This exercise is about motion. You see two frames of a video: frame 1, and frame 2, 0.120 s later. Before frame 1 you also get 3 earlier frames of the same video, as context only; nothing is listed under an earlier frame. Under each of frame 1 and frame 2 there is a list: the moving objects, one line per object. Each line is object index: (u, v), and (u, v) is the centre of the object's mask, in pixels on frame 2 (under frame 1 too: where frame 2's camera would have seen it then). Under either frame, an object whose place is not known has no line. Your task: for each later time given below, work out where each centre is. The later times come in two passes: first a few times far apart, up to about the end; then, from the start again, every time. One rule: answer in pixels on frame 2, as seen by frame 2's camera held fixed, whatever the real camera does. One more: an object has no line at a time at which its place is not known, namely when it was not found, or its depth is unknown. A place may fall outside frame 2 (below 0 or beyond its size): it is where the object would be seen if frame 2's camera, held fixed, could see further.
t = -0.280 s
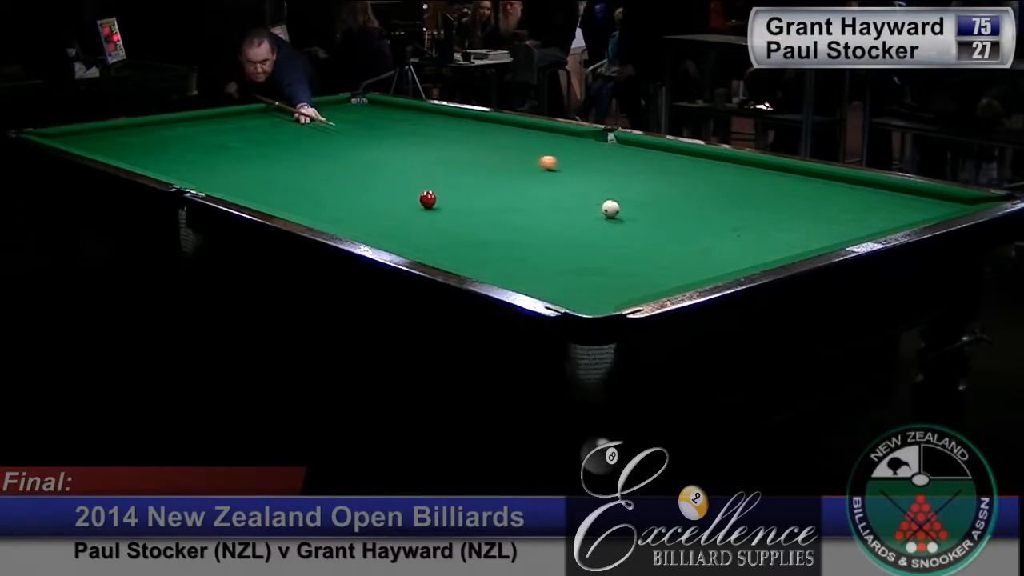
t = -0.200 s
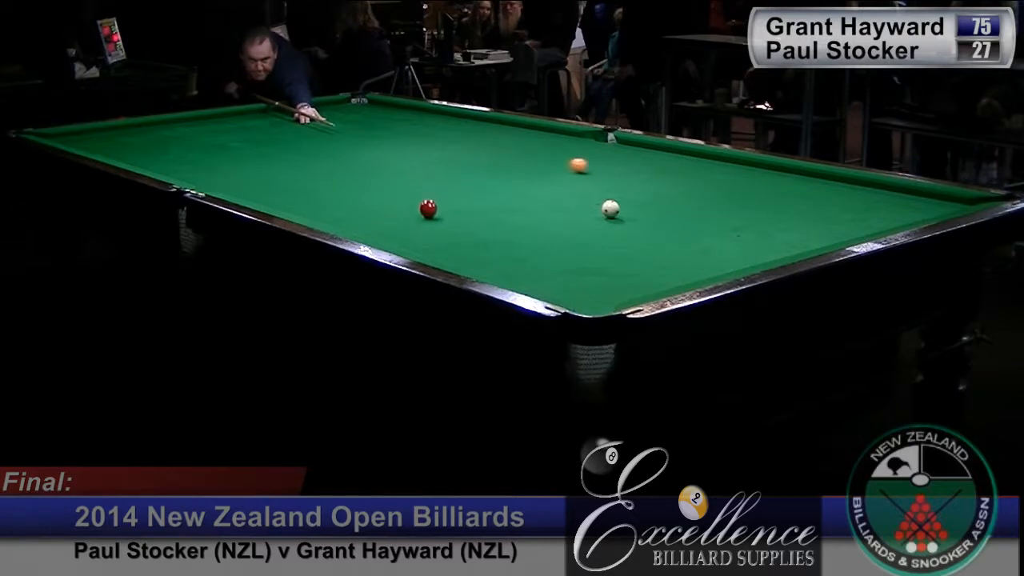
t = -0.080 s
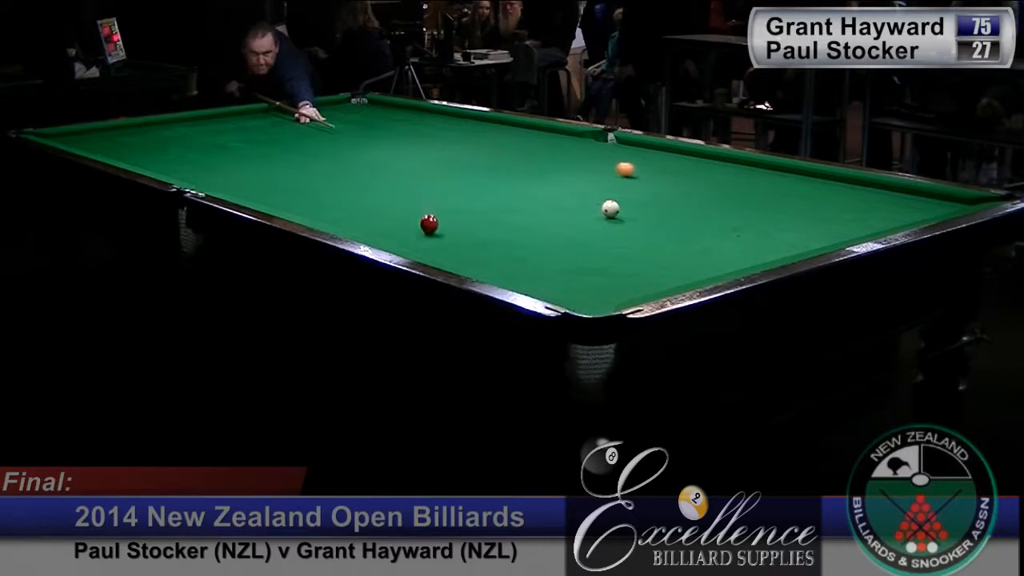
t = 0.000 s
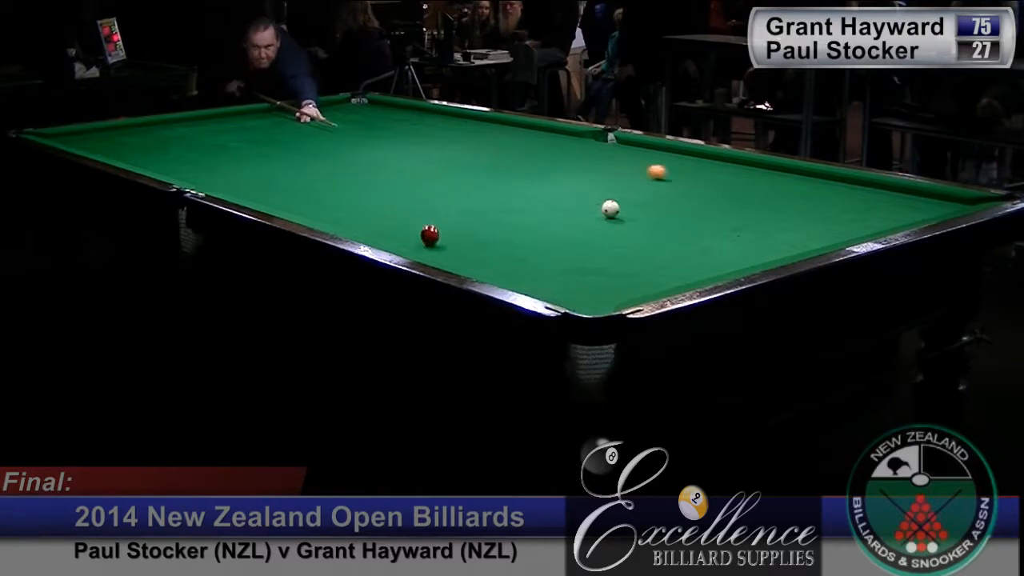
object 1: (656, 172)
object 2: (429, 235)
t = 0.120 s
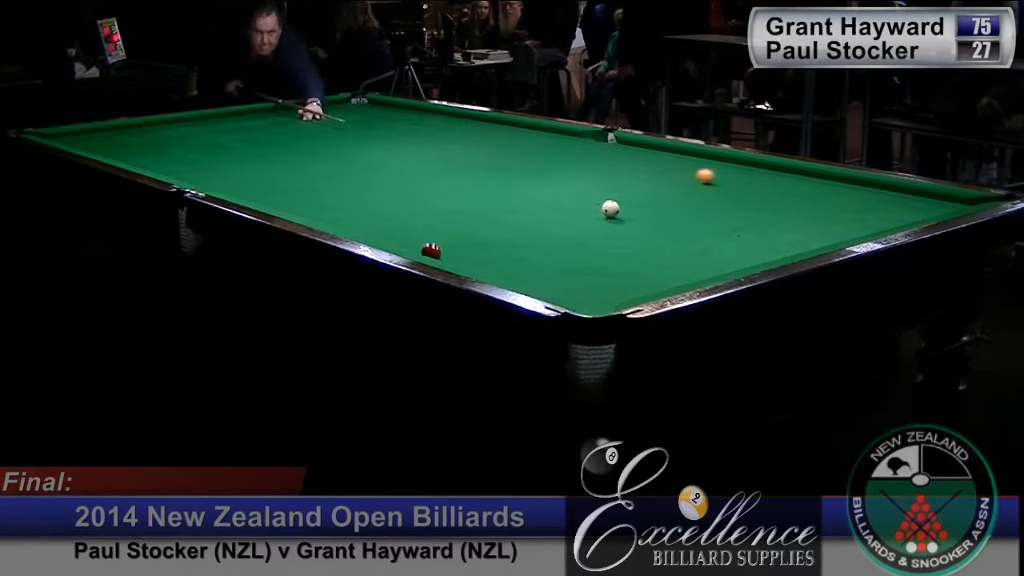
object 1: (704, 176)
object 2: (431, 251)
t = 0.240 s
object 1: (754, 180)
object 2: (472, 260)
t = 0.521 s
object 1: (871, 191)
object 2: (595, 274)
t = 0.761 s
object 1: (975, 199)
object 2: (687, 277)
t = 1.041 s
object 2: (675, 258)
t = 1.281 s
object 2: (669, 242)
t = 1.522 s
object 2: (663, 227)
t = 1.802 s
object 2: (657, 213)
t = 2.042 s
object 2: (653, 202)
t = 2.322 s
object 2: (649, 191)
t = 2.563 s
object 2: (646, 183)
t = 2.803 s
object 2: (644, 175)
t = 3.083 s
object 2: (642, 167)
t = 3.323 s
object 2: (640, 162)
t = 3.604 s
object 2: (638, 156)
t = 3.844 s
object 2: (637, 151)
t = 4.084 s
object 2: (636, 147)
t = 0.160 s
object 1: (720, 177)
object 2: (434, 254)
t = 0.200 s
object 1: (737, 179)
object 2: (453, 258)
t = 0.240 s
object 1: (754, 180)
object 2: (472, 260)
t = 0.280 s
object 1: (770, 181)
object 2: (490, 263)
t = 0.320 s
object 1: (787, 183)
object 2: (508, 265)
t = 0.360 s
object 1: (803, 185)
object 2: (525, 267)
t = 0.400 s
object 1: (820, 186)
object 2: (542, 268)
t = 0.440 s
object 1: (837, 188)
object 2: (560, 270)
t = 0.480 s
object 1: (854, 190)
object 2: (577, 272)
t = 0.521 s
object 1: (871, 191)
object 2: (595, 274)
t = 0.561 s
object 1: (888, 193)
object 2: (613, 276)
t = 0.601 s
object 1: (906, 194)
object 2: (631, 278)
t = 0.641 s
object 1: (923, 195)
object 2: (648, 280)
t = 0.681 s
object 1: (940, 197)
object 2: (666, 279)
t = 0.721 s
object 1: (957, 199)
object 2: (683, 278)
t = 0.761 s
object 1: (975, 199)
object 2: (687, 277)
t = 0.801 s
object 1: (993, 198)
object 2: (684, 275)
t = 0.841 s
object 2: (682, 273)
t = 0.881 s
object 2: (680, 270)
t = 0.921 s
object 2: (679, 268)
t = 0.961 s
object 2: (678, 264)
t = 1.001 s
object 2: (677, 261)
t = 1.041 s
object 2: (675, 258)
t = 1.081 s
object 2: (674, 255)
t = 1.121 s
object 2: (673, 252)
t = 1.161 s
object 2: (672, 250)
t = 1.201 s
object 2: (671, 247)
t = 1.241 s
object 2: (669, 244)
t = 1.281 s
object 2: (669, 242)
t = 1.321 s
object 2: (667, 239)
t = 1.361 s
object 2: (666, 237)
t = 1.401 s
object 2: (665, 234)
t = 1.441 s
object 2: (665, 232)
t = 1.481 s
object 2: (663, 229)
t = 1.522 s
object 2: (663, 227)
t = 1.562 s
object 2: (662, 225)
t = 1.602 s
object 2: (661, 223)
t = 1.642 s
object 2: (660, 221)
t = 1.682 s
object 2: (659, 219)
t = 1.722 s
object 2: (658, 217)
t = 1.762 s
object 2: (658, 215)
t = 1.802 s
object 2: (657, 213)
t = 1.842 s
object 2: (656, 211)
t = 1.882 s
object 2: (656, 209)
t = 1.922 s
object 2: (655, 207)
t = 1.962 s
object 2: (654, 206)
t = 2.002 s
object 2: (654, 204)
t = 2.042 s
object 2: (653, 202)
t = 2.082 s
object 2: (652, 201)
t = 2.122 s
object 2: (652, 199)
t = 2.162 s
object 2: (651, 197)
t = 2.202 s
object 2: (650, 196)
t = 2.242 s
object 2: (650, 194)
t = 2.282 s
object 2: (650, 193)
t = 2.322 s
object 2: (649, 191)
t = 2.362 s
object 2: (648, 190)
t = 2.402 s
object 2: (648, 188)
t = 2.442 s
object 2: (648, 187)
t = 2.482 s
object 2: (647, 186)
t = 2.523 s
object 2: (647, 184)
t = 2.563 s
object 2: (646, 183)
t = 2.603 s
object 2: (646, 182)
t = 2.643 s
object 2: (646, 180)
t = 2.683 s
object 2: (645, 179)
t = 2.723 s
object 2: (645, 178)
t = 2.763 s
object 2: (644, 176)
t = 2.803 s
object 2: (644, 175)
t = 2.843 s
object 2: (644, 174)
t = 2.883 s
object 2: (643, 173)
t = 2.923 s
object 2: (643, 172)
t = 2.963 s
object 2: (643, 171)
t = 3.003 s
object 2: (642, 170)
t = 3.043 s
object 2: (642, 169)
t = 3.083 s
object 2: (642, 167)
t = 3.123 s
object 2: (641, 167)
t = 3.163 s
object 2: (641, 166)
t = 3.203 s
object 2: (641, 165)
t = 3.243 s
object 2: (641, 164)
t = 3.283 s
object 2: (640, 163)
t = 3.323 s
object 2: (640, 162)
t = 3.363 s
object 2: (640, 161)
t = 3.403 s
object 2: (639, 160)
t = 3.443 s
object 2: (639, 159)
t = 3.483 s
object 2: (639, 158)
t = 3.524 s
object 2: (639, 157)
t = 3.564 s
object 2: (638, 156)
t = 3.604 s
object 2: (638, 156)
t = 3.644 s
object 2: (638, 155)
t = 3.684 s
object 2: (637, 154)
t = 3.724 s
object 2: (637, 153)
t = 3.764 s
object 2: (637, 152)
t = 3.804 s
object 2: (637, 151)
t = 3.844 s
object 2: (637, 151)
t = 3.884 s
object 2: (636, 150)
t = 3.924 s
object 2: (636, 149)
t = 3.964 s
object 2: (636, 148)
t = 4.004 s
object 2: (636, 148)
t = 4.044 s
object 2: (636, 147)
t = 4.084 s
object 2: (636, 147)
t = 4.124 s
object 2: (635, 146)
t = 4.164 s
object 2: (635, 145)
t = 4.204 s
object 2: (635, 144)
